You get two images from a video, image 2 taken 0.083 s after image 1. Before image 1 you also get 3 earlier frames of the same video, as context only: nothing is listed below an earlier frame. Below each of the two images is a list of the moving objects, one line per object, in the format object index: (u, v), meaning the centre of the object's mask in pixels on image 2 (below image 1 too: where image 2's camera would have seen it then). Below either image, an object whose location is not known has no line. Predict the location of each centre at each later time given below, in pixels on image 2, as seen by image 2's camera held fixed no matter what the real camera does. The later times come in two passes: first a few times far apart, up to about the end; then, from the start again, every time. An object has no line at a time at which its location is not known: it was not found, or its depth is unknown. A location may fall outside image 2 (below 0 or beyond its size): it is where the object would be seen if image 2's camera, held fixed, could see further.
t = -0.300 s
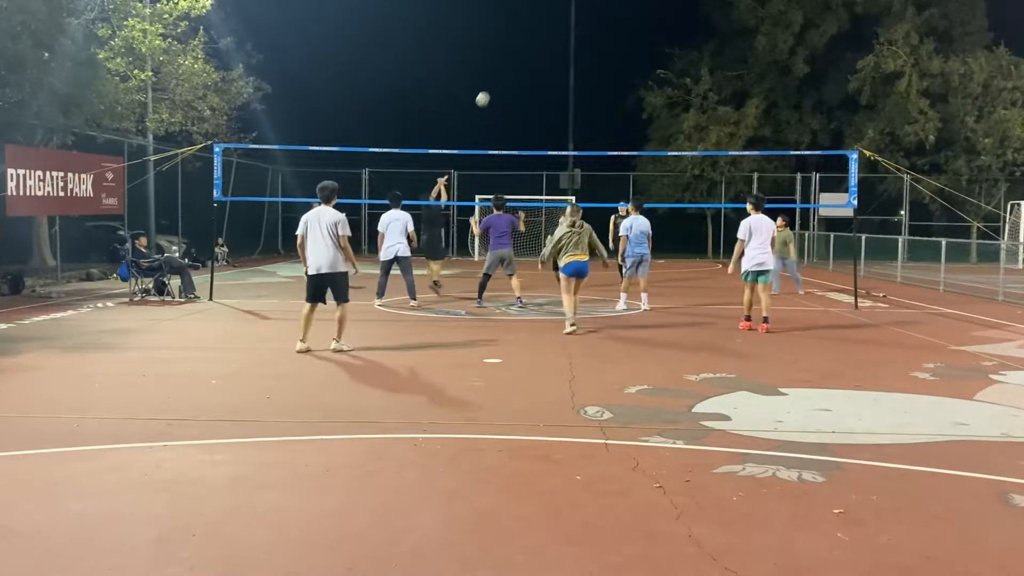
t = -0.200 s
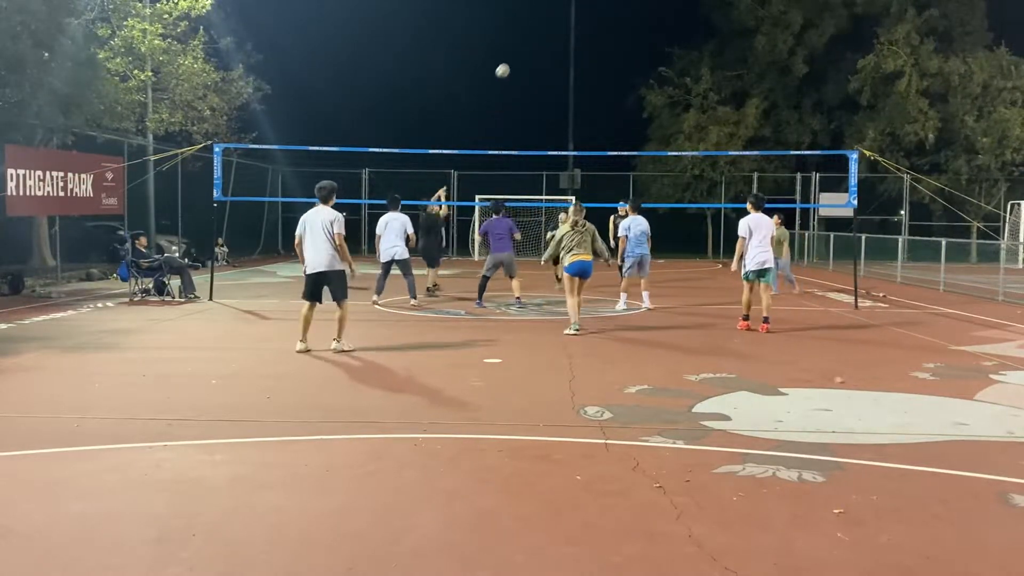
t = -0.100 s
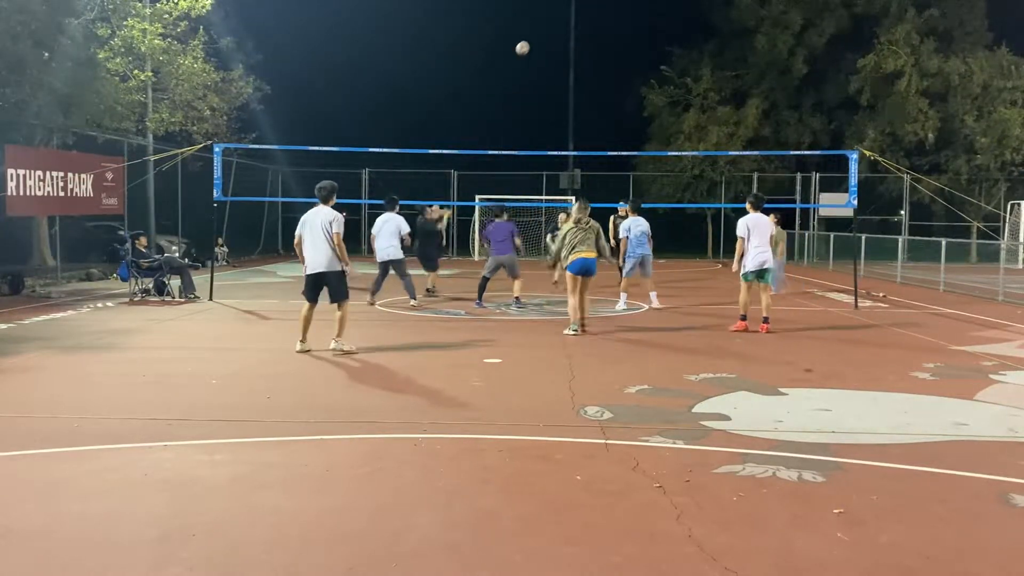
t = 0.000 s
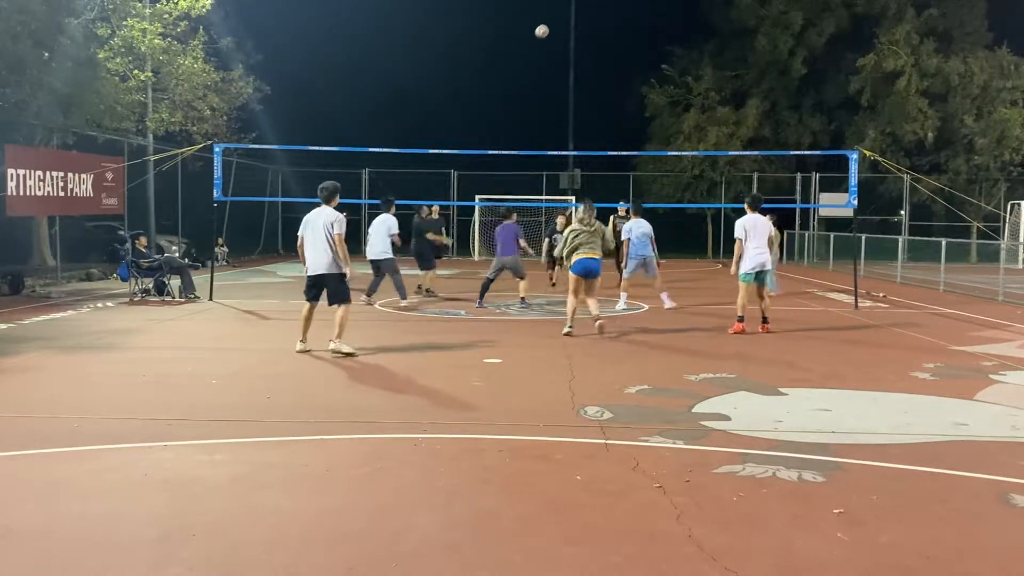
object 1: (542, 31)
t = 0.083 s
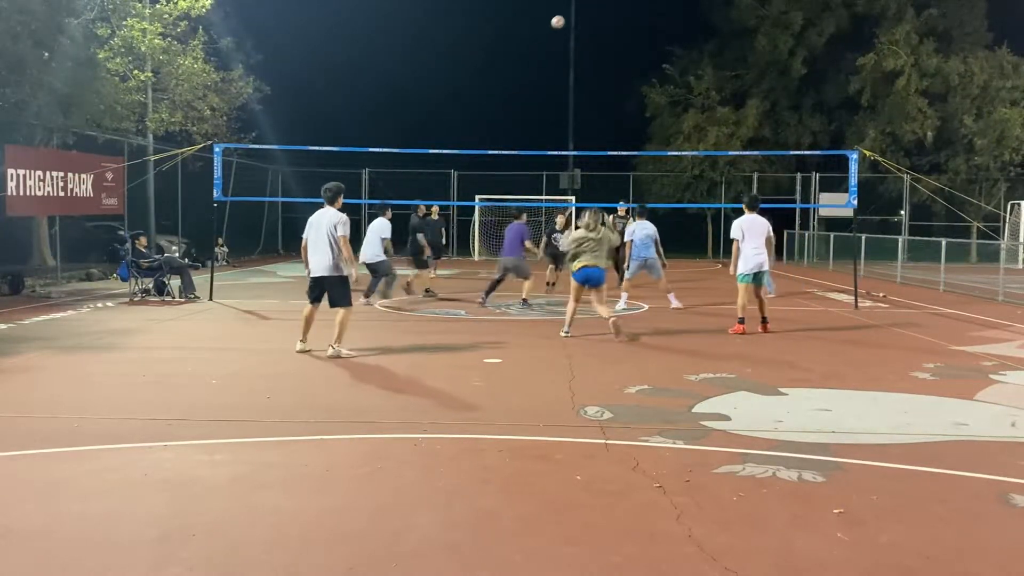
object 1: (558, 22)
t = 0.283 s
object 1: (595, 16)
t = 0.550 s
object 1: (642, 43)
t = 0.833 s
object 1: (684, 111)
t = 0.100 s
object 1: (561, 21)
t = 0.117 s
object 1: (564, 19)
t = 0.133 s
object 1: (567, 18)
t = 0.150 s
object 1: (570, 17)
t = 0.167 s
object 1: (573, 17)
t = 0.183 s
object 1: (576, 16)
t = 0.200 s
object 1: (580, 16)
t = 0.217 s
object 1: (583, 15)
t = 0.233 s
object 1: (586, 15)
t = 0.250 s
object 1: (589, 15)
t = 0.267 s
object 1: (592, 15)
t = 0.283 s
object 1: (595, 16)
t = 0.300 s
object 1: (598, 17)
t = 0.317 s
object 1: (601, 17)
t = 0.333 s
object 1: (604, 18)
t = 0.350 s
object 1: (607, 19)
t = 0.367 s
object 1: (610, 20)
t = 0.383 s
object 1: (613, 21)
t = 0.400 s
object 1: (616, 23)
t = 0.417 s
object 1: (619, 24)
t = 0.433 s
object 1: (622, 26)
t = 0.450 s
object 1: (625, 28)
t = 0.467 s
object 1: (628, 30)
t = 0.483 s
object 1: (631, 32)
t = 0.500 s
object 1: (634, 35)
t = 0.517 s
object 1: (636, 37)
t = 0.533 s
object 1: (639, 40)
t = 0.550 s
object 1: (642, 43)
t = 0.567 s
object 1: (645, 46)
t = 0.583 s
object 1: (647, 49)
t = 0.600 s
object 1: (650, 52)
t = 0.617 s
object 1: (653, 55)
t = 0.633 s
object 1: (655, 59)
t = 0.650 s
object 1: (658, 62)
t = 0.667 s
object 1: (661, 66)
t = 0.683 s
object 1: (663, 70)
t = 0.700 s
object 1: (666, 74)
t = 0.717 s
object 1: (668, 78)
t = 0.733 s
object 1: (671, 83)
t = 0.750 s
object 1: (673, 87)
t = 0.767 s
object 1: (675, 92)
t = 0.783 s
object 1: (678, 96)
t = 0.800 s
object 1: (680, 102)
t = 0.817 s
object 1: (683, 107)
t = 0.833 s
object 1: (684, 111)
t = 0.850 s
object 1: (687, 117)
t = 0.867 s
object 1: (689, 122)
